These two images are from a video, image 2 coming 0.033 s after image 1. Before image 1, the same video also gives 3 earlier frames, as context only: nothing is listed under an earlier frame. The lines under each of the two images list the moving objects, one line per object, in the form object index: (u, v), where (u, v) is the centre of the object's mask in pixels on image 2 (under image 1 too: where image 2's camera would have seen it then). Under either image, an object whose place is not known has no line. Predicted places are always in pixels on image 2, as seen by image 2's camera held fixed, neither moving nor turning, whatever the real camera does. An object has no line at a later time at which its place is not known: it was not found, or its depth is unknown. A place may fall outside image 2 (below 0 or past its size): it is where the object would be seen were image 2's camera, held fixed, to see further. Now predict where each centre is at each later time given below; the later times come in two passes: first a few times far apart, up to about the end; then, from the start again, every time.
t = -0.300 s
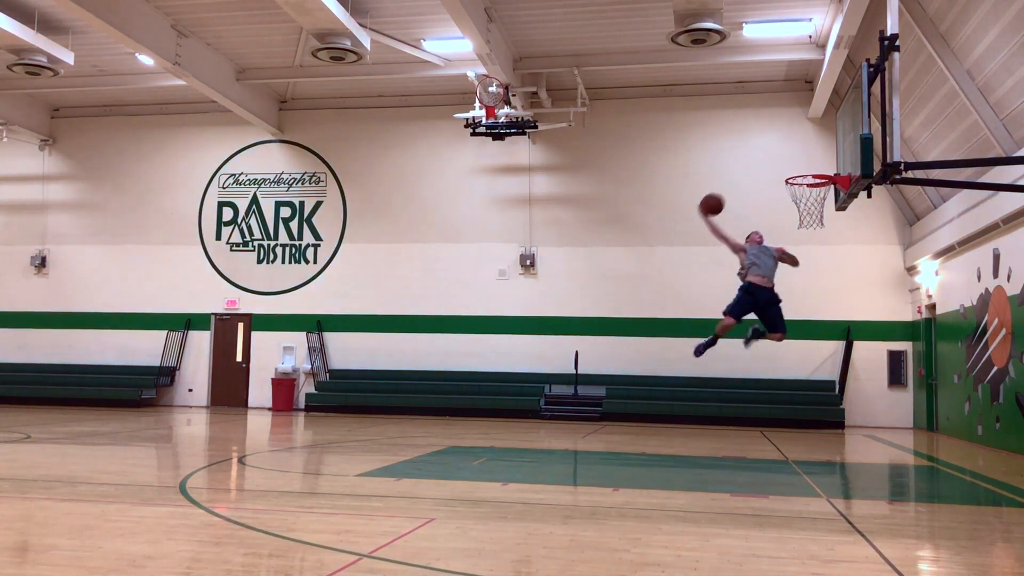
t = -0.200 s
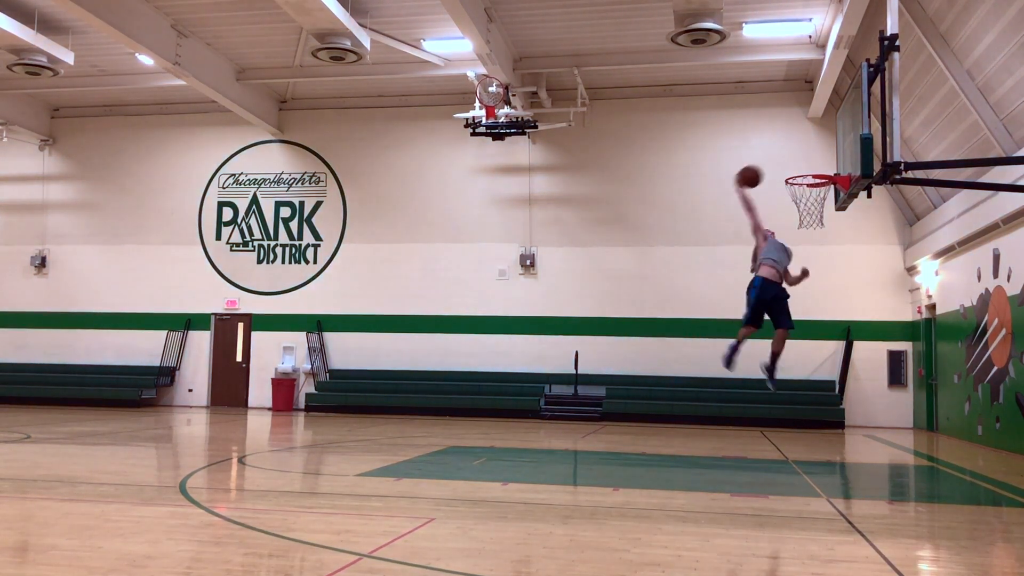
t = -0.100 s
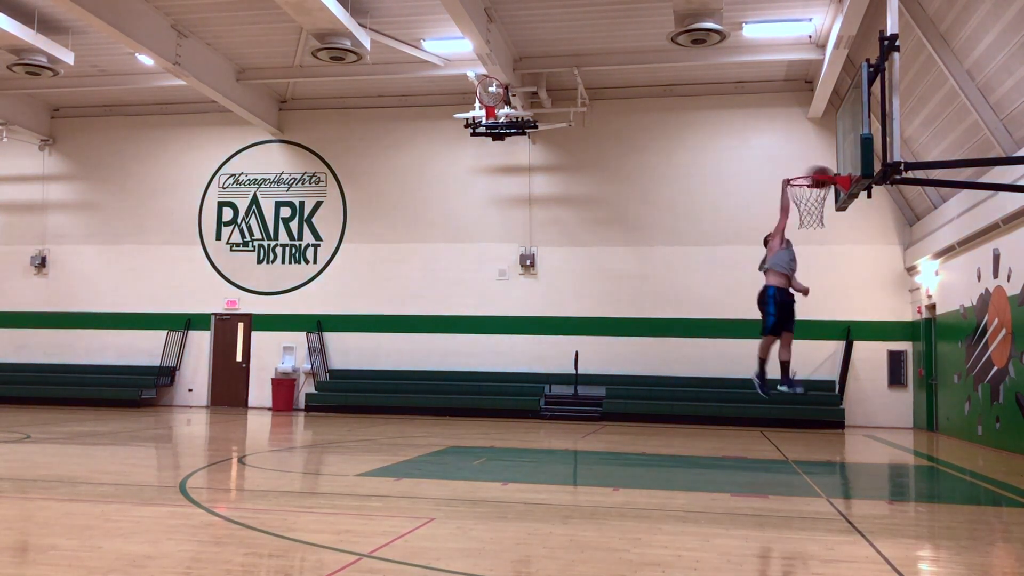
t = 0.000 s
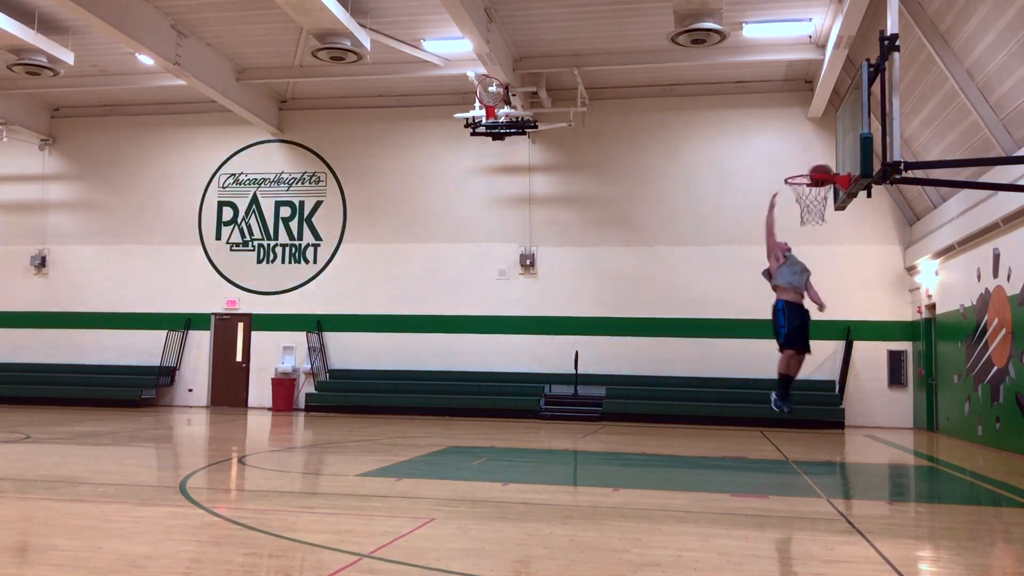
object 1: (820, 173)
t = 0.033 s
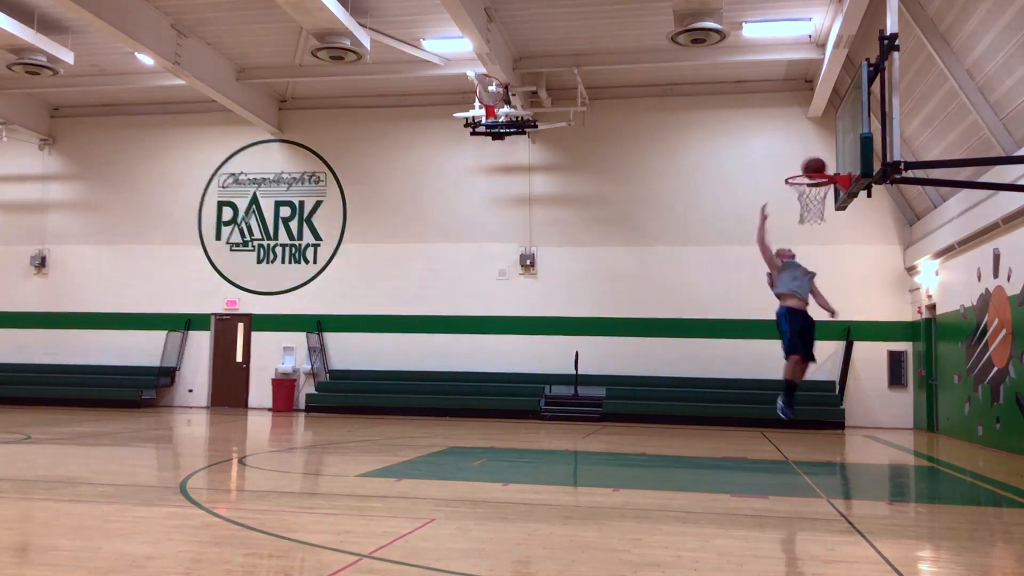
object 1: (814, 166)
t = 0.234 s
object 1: (753, 144)
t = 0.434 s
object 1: (695, 156)
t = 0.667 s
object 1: (629, 214)
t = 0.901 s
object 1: (566, 315)
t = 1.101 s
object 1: (514, 438)
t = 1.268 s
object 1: (498, 380)
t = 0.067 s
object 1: (804, 161)
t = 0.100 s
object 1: (794, 156)
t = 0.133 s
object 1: (782, 151)
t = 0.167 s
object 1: (773, 148)
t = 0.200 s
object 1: (764, 146)
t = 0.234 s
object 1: (753, 144)
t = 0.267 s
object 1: (743, 144)
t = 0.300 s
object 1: (734, 144)
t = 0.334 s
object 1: (724, 146)
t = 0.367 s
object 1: (714, 148)
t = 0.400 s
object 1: (705, 152)
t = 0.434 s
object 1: (695, 156)
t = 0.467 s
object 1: (685, 162)
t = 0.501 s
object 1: (676, 168)
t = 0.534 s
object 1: (667, 175)
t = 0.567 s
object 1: (657, 184)
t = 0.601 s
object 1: (648, 193)
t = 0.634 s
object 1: (638, 203)
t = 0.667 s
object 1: (629, 214)
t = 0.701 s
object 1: (620, 226)
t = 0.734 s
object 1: (611, 238)
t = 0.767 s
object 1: (602, 252)
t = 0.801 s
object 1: (593, 266)
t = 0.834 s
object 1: (584, 282)
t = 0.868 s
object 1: (575, 298)
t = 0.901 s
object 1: (566, 315)
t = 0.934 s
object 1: (558, 333)
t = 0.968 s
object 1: (549, 352)
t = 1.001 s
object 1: (540, 372)
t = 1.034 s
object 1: (532, 392)
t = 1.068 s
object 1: (523, 413)
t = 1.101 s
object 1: (514, 438)
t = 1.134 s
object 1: (508, 444)
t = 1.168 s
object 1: (505, 425)
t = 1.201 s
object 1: (503, 409)
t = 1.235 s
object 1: (501, 393)
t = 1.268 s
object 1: (498, 380)
